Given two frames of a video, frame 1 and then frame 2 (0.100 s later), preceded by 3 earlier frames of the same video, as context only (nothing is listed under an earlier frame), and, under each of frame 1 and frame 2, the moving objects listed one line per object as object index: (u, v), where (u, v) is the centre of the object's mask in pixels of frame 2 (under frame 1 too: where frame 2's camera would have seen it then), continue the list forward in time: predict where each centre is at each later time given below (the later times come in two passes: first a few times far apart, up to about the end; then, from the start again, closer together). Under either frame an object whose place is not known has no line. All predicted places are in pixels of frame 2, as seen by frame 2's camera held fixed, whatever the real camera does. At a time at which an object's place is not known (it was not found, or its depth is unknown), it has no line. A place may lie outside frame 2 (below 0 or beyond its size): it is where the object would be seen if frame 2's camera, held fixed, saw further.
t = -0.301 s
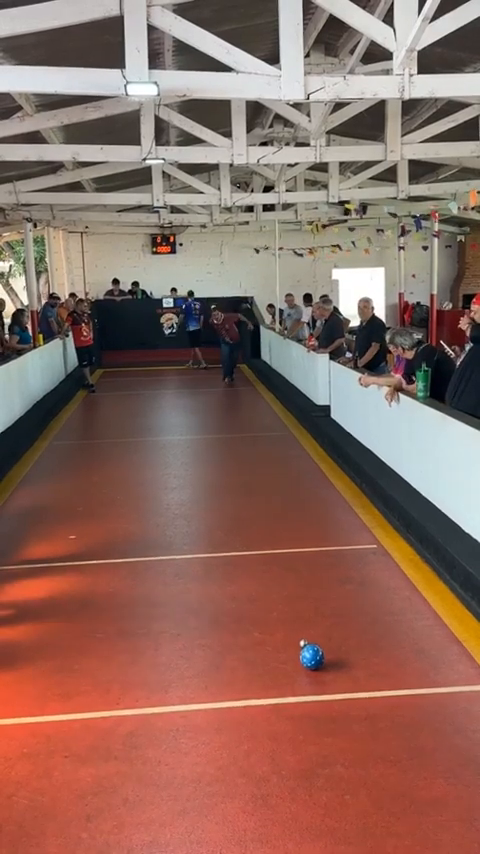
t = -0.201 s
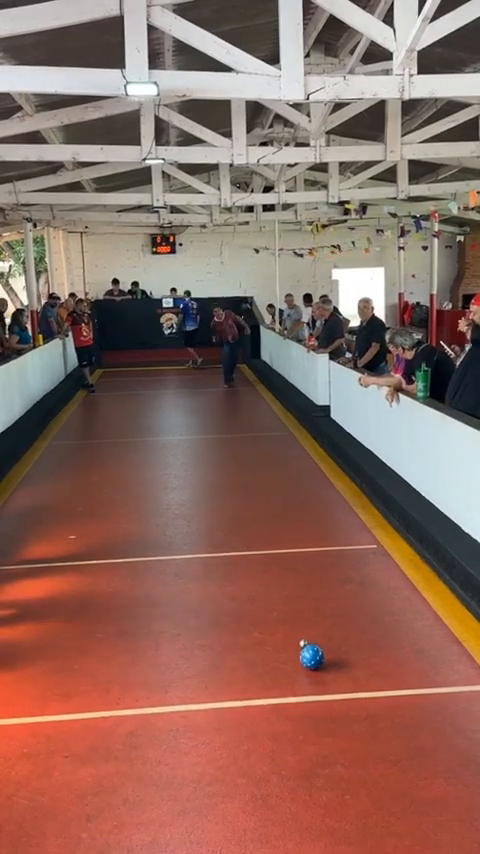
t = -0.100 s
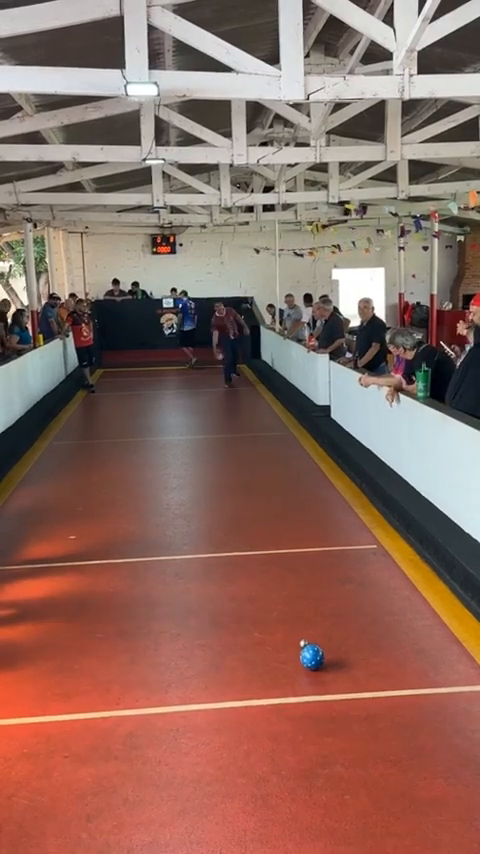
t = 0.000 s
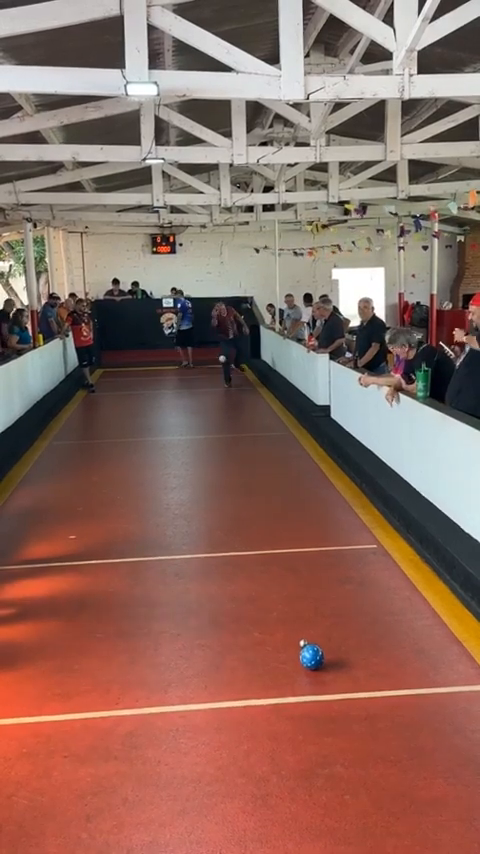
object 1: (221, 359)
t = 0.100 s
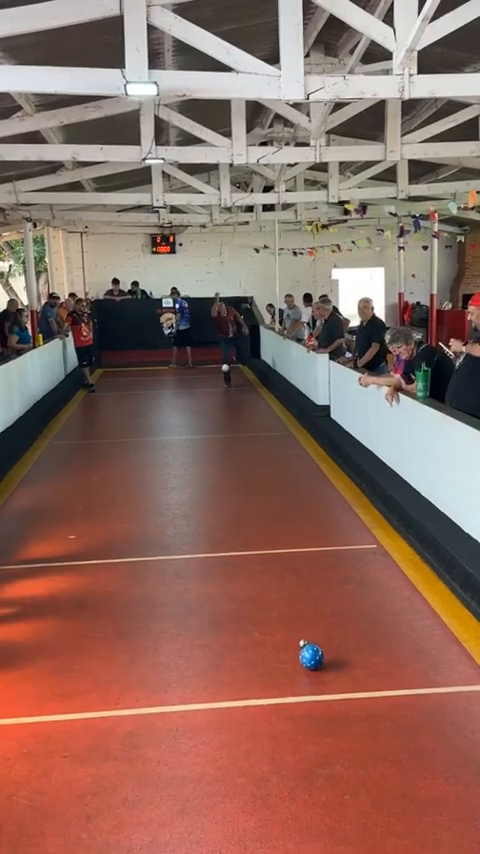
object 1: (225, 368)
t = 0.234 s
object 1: (231, 392)
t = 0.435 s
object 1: (242, 429)
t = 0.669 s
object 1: (260, 478)
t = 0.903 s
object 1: (293, 559)
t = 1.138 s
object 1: (410, 712)
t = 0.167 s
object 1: (228, 379)
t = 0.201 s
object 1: (229, 385)
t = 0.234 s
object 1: (231, 392)
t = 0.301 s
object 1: (234, 411)
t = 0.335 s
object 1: (236, 423)
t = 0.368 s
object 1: (238, 426)
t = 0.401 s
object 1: (240, 427)
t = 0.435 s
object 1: (242, 429)
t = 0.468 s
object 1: (244, 431)
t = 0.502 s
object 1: (246, 436)
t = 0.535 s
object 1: (248, 441)
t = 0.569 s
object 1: (251, 448)
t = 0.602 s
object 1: (254, 456)
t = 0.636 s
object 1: (257, 466)
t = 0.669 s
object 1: (260, 478)
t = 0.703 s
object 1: (264, 490)
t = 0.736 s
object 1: (268, 496)
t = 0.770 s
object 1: (272, 504)
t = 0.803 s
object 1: (277, 514)
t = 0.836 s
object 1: (282, 527)
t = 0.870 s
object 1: (287, 541)
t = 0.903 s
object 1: (293, 559)
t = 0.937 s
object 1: (300, 572)
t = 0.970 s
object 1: (307, 589)
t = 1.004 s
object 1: (315, 610)
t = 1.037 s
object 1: (325, 635)
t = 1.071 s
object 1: (342, 658)
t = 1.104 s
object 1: (373, 682)
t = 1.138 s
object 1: (410, 712)
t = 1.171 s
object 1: (450, 743)
